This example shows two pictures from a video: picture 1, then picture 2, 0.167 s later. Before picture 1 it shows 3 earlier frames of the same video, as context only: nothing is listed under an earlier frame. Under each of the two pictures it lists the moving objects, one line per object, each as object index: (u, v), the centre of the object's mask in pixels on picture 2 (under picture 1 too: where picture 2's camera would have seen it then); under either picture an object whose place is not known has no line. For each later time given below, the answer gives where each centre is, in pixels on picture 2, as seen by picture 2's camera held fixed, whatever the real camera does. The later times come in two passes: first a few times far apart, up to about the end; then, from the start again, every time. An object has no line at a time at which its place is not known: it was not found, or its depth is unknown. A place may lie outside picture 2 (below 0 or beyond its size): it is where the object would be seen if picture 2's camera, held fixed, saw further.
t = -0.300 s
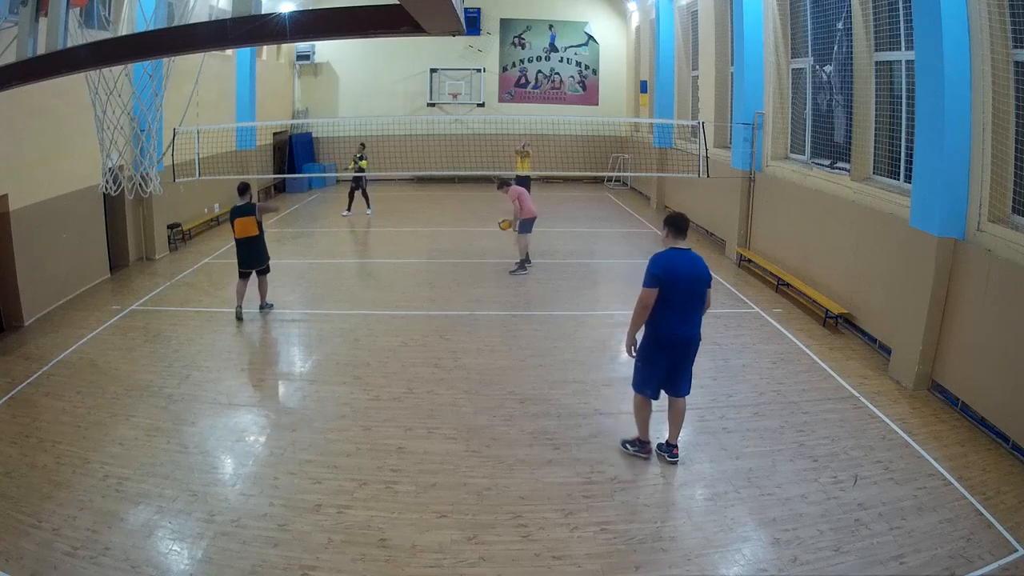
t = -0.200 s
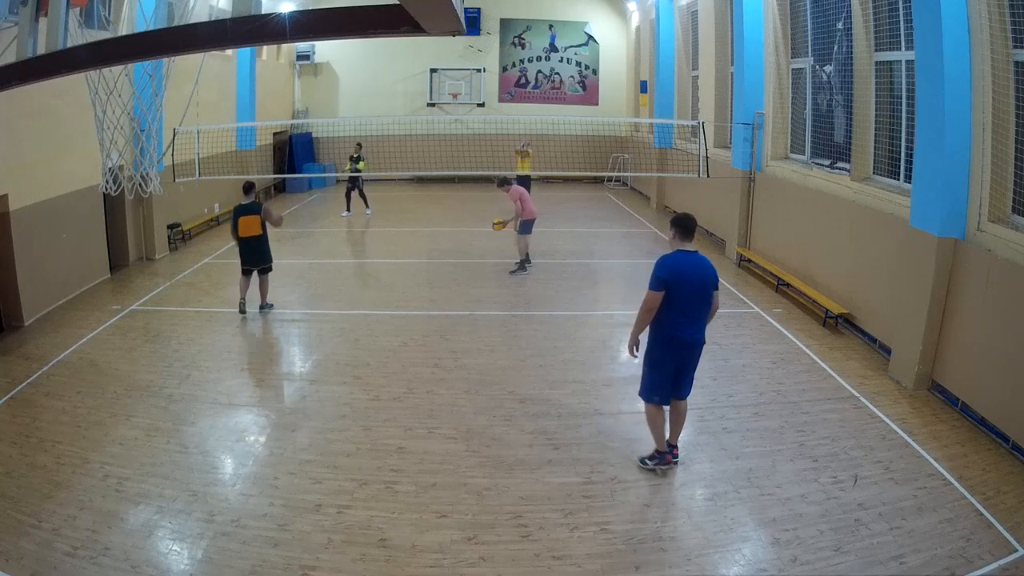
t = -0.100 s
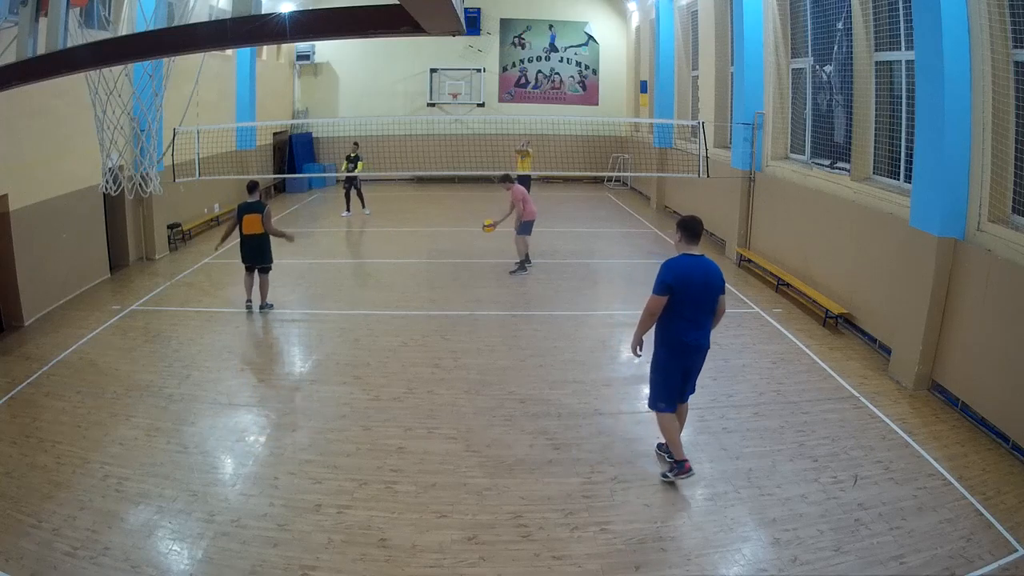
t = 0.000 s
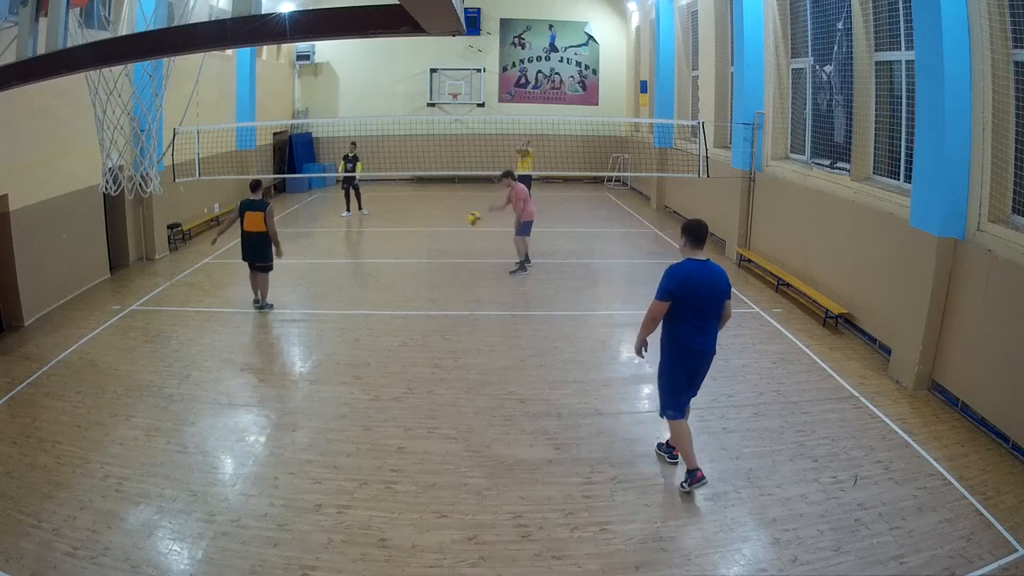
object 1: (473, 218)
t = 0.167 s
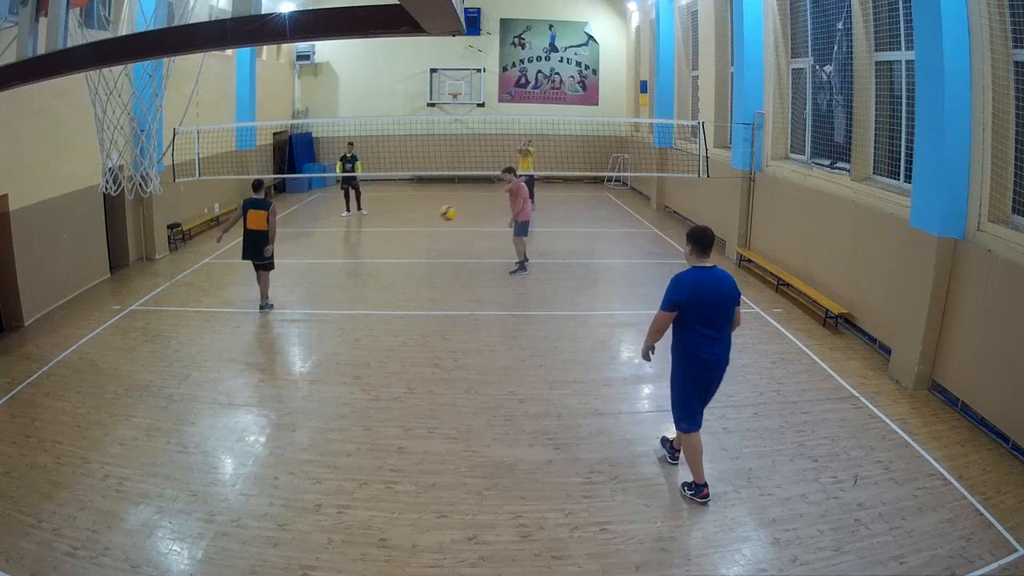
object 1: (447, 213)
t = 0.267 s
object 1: (429, 218)
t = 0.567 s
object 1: (358, 301)
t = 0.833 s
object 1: (284, 359)
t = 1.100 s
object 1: (201, 372)
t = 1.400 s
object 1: (116, 498)
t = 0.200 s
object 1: (441, 215)
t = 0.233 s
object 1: (436, 216)
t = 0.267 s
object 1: (429, 218)
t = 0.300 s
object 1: (421, 224)
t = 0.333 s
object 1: (416, 227)
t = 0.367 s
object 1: (407, 234)
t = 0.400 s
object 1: (399, 243)
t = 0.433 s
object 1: (393, 250)
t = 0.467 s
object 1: (384, 262)
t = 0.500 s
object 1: (375, 272)
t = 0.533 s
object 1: (367, 286)
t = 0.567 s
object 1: (358, 301)
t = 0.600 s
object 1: (349, 316)
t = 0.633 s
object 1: (340, 336)
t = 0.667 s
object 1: (331, 351)
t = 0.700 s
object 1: (320, 377)
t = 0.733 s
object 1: (310, 373)
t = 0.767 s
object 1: (303, 369)
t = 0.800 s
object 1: (293, 363)
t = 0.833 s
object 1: (284, 359)
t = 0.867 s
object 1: (275, 356)
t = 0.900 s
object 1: (264, 355)
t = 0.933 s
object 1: (254, 355)
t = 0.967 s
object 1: (245, 356)
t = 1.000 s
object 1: (233, 358)
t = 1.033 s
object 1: (222, 361)
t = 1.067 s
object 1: (213, 366)
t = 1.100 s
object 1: (201, 372)
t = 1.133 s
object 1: (191, 379)
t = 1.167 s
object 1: (182, 389)
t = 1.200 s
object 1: (169, 400)
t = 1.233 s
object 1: (160, 412)
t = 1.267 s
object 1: (149, 428)
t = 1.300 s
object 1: (140, 442)
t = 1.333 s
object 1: (132, 458)
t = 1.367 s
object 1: (123, 480)
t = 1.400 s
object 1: (116, 498)
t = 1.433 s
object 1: (103, 506)
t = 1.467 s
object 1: (88, 504)
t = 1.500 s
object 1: (73, 500)
